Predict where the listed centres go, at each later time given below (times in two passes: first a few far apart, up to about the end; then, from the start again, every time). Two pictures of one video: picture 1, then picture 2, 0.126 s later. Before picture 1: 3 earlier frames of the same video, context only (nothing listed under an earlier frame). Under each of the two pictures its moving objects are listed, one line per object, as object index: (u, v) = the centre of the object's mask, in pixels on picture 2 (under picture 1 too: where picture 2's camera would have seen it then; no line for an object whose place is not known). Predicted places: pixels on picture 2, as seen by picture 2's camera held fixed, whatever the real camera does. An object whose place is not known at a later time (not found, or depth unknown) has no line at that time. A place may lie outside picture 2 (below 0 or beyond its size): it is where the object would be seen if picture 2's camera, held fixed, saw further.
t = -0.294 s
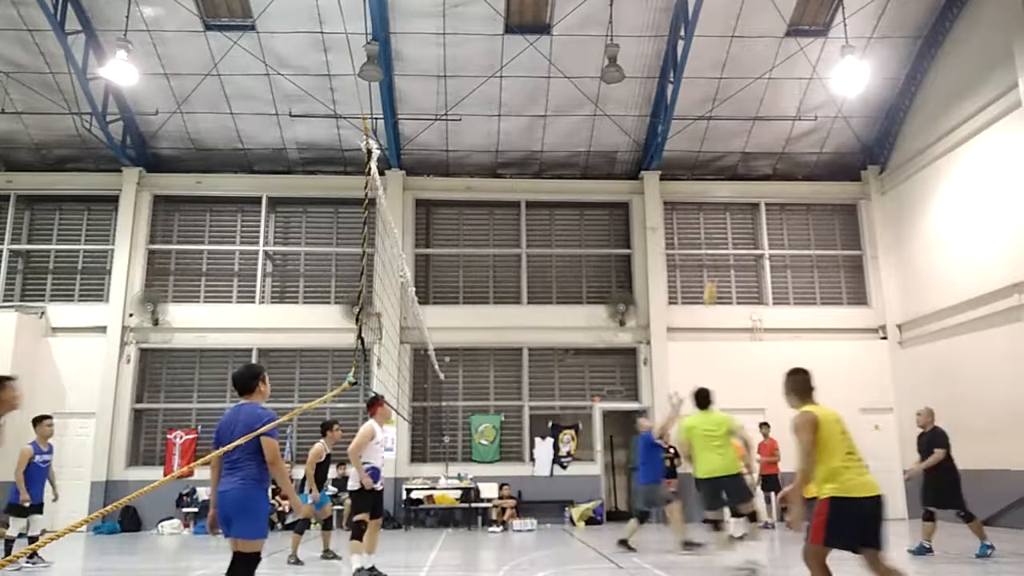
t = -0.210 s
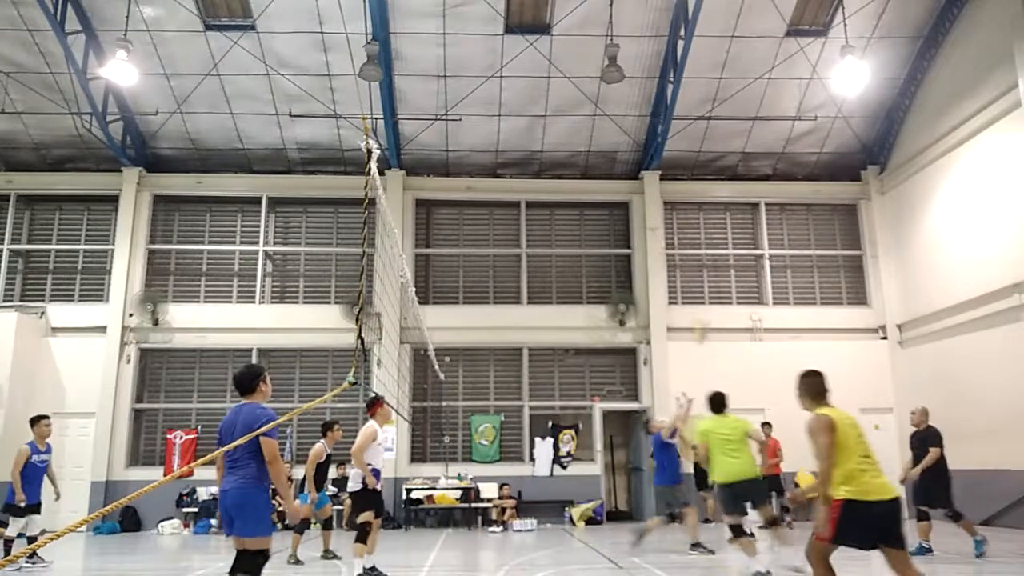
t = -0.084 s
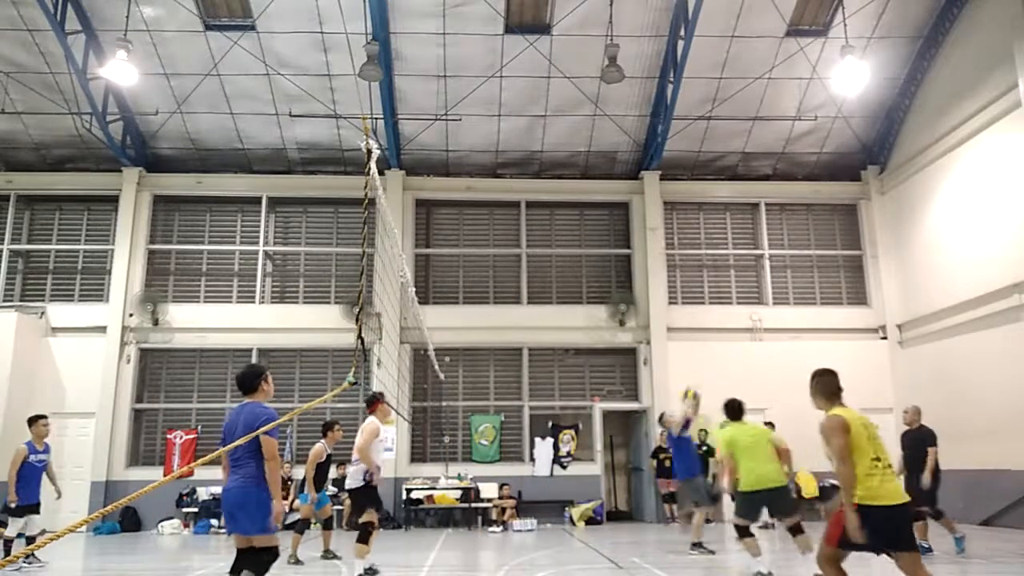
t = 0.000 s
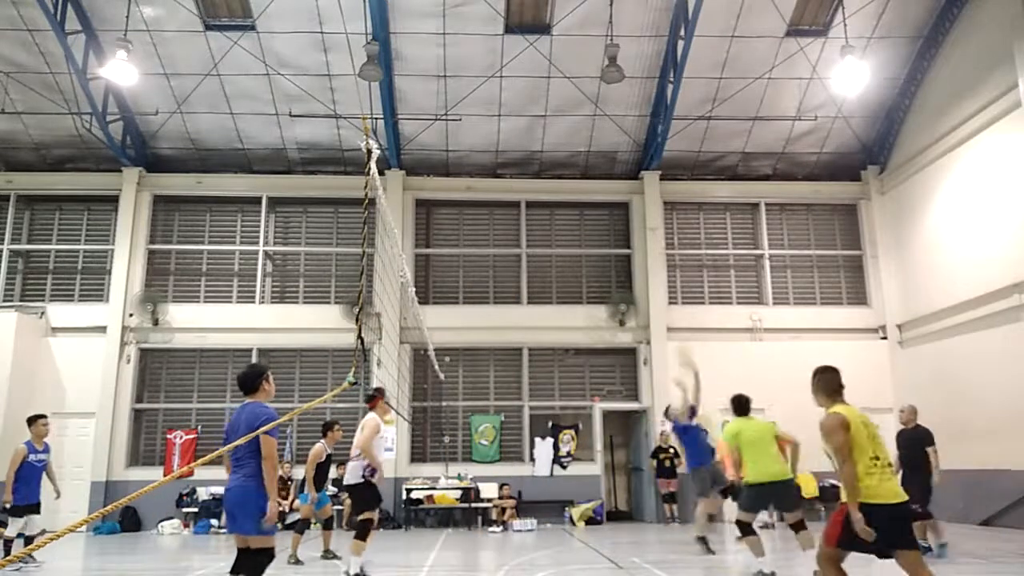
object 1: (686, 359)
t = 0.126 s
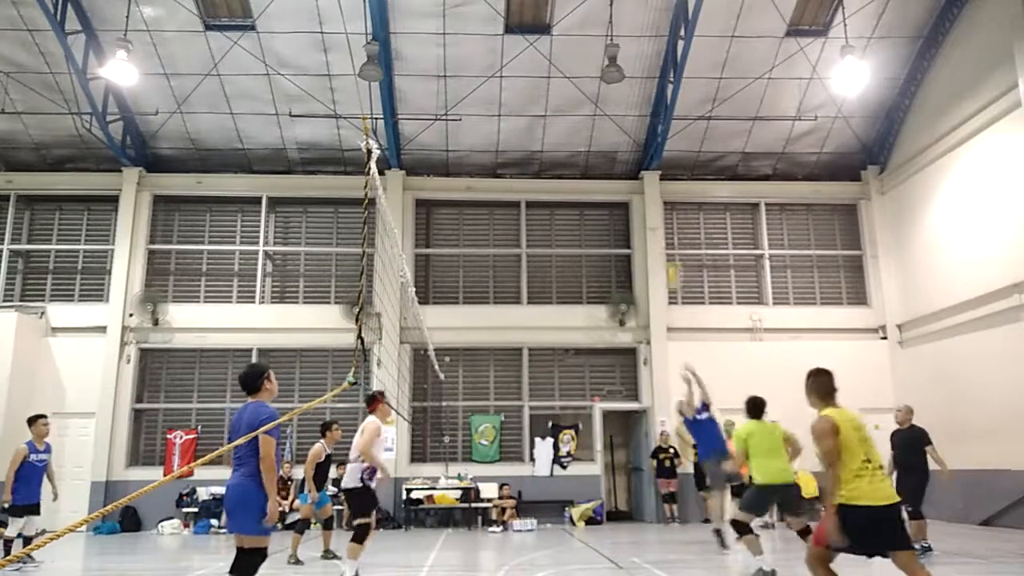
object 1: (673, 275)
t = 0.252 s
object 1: (668, 211)
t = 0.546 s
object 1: (644, 102)
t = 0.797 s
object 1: (626, 60)
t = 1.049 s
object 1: (605, 78)
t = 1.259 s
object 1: (586, 163)
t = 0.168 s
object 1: (672, 255)
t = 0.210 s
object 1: (670, 233)
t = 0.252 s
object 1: (668, 211)
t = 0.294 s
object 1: (665, 193)
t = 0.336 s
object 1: (660, 174)
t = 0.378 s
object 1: (656, 158)
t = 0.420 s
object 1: (653, 143)
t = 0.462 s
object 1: (649, 128)
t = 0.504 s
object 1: (647, 114)
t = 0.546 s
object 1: (644, 102)
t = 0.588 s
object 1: (641, 91)
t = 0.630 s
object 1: (638, 80)
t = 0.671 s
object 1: (636, 73)
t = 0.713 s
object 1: (633, 67)
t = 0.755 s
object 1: (629, 63)
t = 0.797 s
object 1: (626, 60)
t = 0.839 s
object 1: (622, 58)
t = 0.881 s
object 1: (618, 58)
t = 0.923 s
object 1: (615, 61)
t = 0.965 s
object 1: (612, 64)
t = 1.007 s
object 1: (610, 71)
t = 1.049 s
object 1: (605, 78)
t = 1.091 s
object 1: (602, 89)
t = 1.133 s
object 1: (599, 103)
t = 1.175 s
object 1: (594, 121)
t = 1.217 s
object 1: (589, 142)
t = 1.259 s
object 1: (586, 163)
